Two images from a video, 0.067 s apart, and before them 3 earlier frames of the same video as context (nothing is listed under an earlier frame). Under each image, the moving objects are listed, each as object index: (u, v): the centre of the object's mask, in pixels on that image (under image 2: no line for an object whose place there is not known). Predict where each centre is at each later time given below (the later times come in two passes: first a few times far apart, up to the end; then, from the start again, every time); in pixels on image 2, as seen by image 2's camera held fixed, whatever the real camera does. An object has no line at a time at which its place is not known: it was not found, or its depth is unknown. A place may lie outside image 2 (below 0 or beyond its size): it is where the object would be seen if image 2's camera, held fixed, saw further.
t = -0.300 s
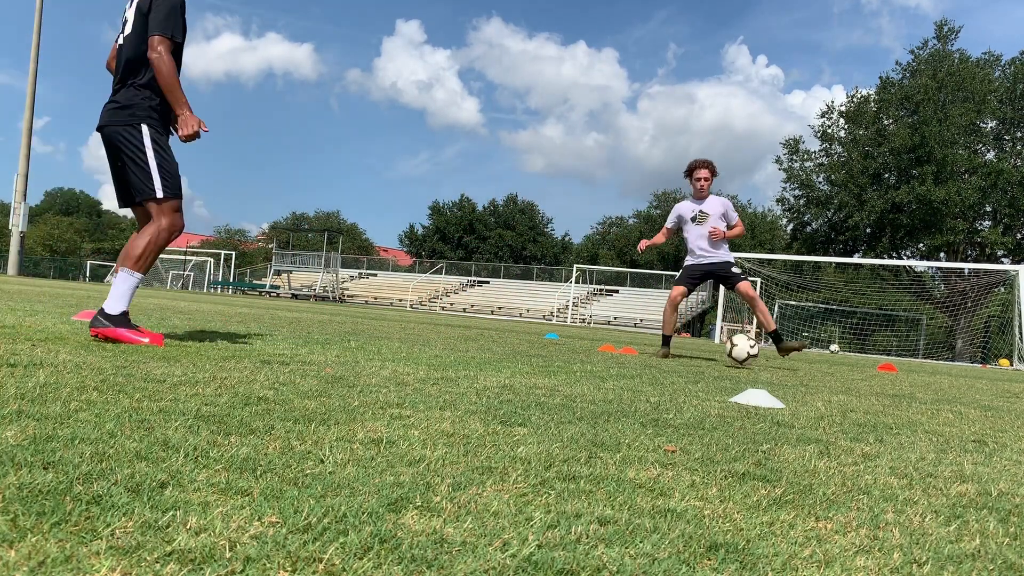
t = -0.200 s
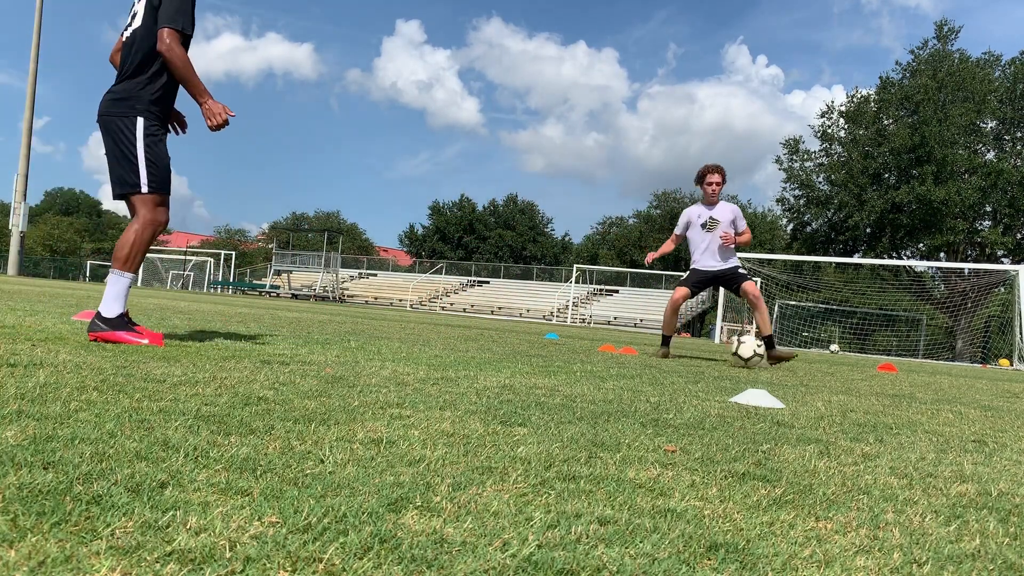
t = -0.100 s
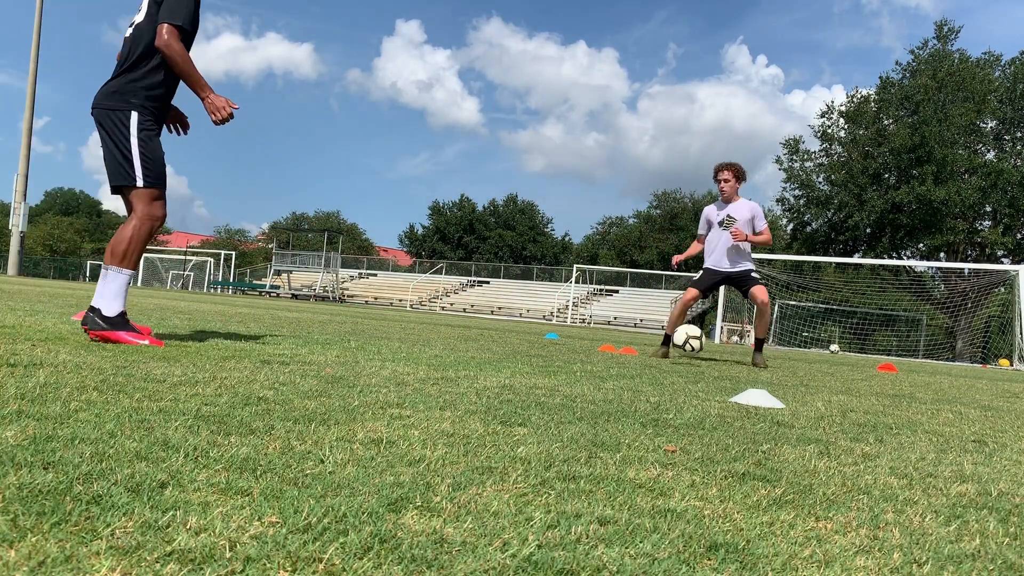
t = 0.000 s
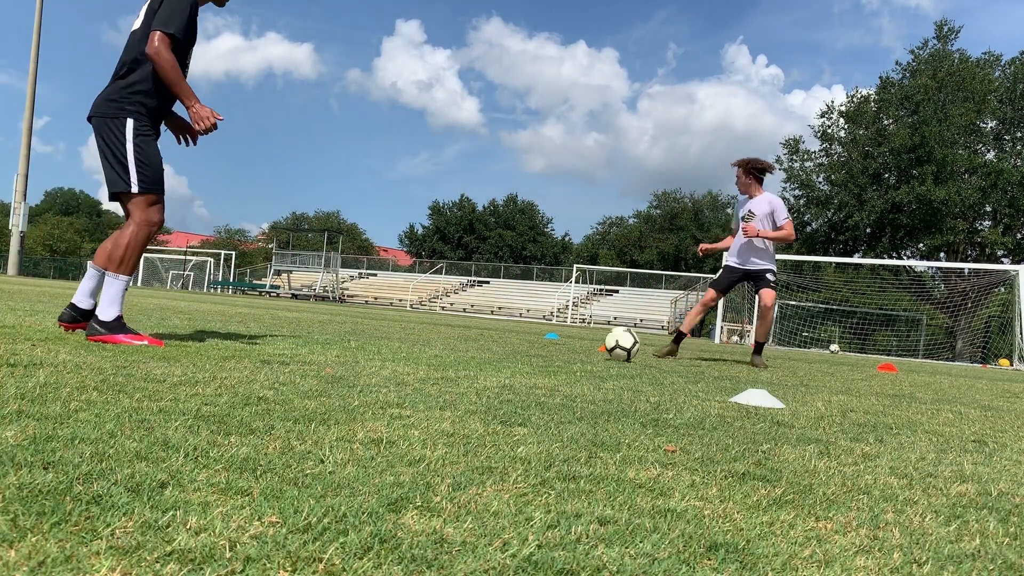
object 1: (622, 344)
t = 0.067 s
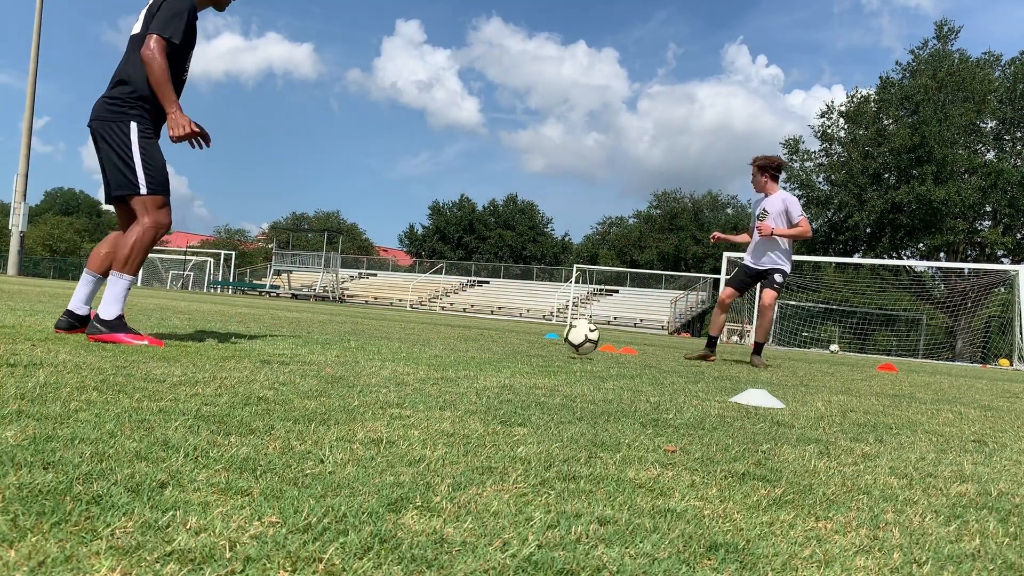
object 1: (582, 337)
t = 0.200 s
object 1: (499, 332)
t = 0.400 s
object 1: (366, 326)
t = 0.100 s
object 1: (562, 333)
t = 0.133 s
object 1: (542, 331)
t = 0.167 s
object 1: (521, 331)
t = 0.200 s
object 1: (499, 332)
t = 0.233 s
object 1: (477, 334)
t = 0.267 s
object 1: (456, 331)
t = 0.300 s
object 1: (435, 326)
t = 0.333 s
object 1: (413, 324)
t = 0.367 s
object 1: (390, 324)
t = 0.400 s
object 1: (366, 326)
